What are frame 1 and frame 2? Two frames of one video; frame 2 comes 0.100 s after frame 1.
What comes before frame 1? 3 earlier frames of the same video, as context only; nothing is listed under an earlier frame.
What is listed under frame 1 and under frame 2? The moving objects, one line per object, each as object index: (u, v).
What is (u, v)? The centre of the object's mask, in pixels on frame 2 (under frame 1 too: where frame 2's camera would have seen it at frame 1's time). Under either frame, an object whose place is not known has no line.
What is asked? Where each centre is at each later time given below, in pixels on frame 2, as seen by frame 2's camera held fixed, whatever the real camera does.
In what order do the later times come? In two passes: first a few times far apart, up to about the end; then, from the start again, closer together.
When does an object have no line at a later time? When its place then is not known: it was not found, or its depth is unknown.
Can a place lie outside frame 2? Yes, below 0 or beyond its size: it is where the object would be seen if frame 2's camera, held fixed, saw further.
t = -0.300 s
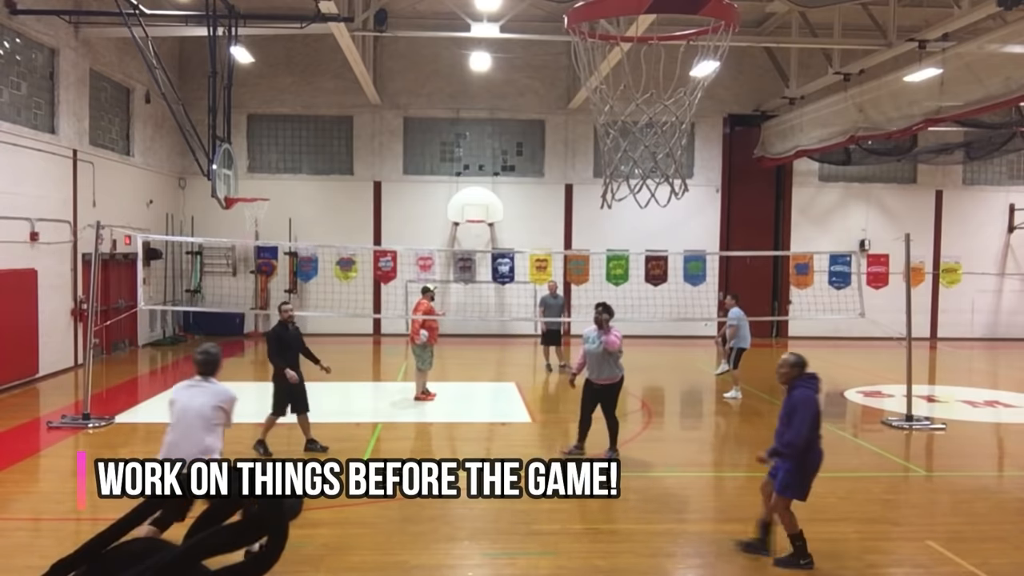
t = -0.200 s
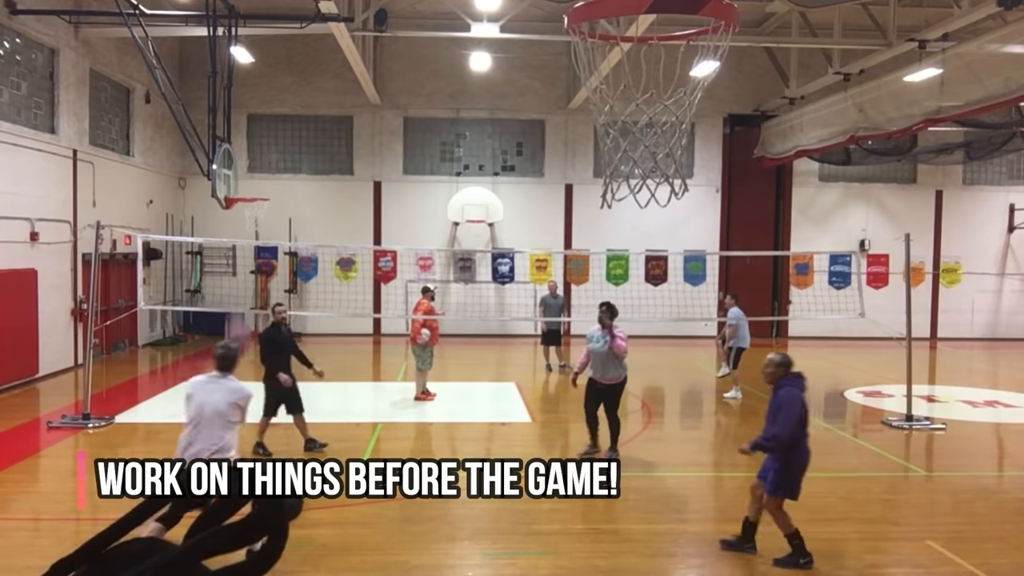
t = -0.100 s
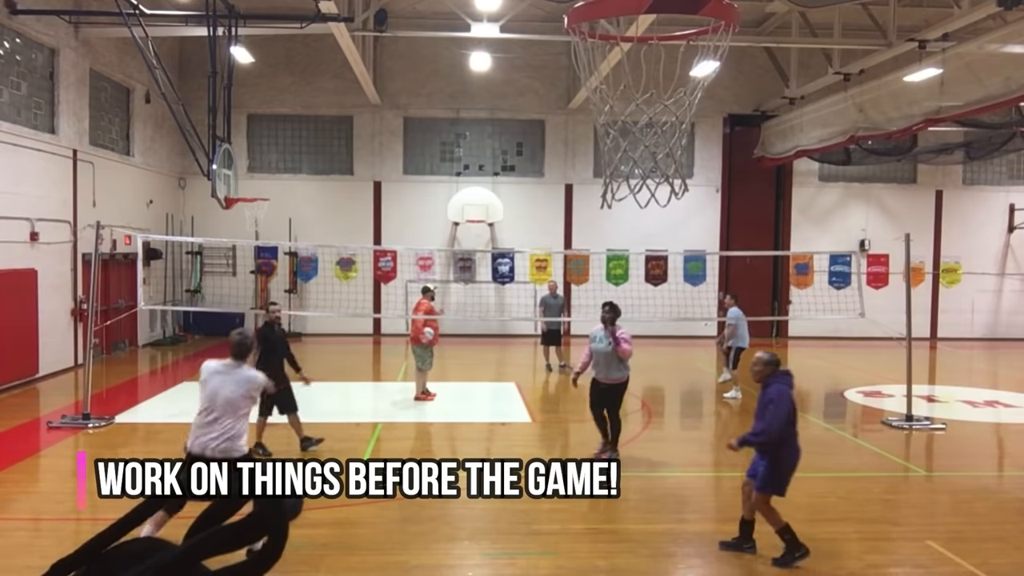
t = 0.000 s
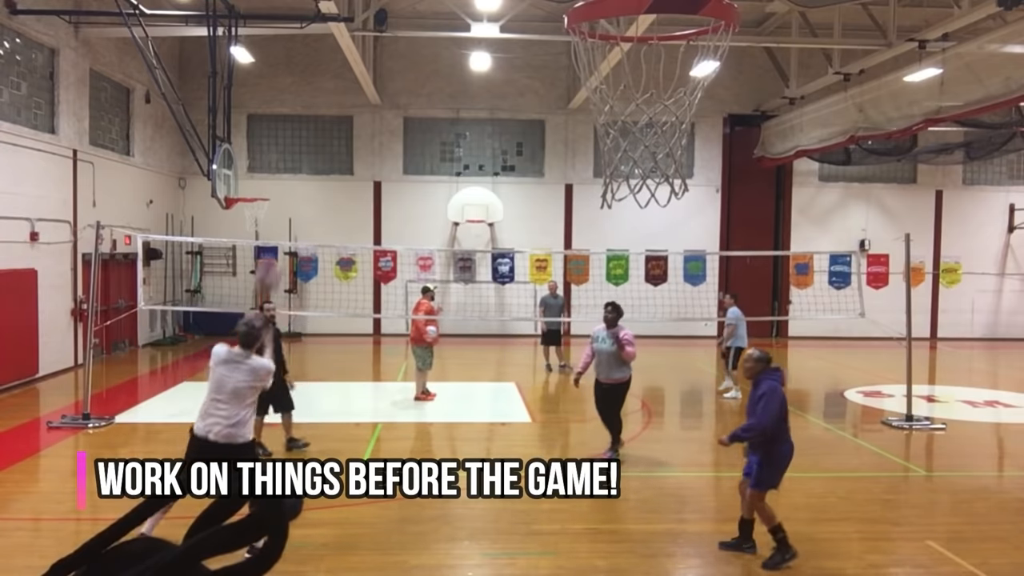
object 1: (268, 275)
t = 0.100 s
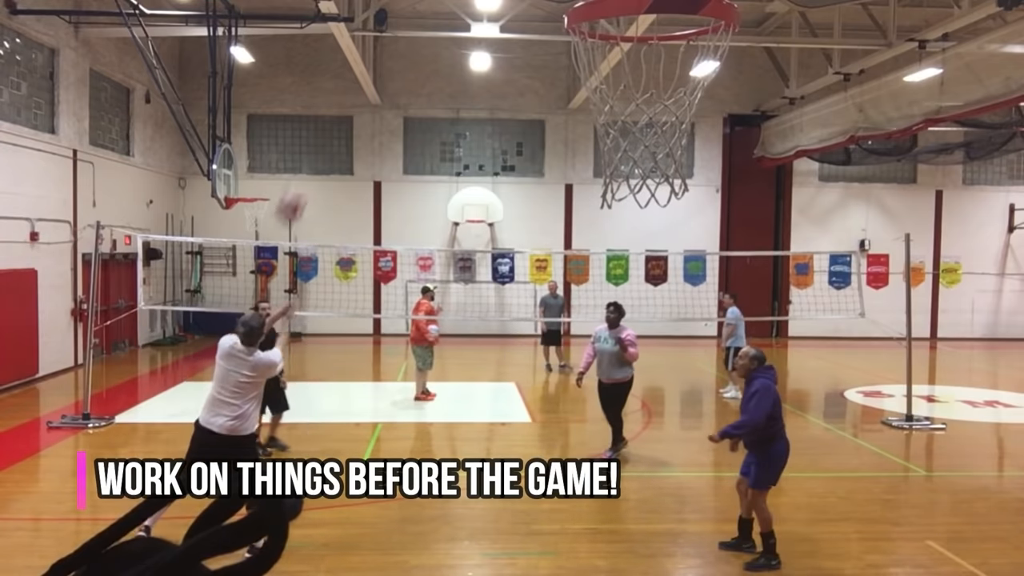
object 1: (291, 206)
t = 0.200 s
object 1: (313, 141)
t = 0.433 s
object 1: (369, 50)
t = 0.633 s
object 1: (413, 30)
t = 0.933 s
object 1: (488, 109)
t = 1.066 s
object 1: (521, 190)
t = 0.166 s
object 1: (306, 163)
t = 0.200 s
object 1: (313, 141)
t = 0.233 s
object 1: (320, 125)
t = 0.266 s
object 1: (328, 110)
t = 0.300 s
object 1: (337, 95)
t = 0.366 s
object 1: (350, 70)
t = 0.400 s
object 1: (361, 58)
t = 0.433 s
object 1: (369, 50)
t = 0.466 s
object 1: (375, 44)
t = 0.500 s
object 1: (384, 38)
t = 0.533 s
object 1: (391, 33)
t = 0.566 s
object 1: (398, 32)
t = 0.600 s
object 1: (406, 28)
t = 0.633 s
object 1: (413, 30)
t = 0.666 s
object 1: (422, 32)
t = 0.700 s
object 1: (430, 36)
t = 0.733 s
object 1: (438, 41)
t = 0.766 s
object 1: (447, 45)
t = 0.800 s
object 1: (454, 55)
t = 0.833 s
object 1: (461, 68)
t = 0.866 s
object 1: (471, 86)
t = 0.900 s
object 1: (481, 94)
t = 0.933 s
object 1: (488, 109)
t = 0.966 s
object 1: (497, 127)
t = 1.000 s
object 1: (503, 145)
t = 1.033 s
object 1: (512, 164)
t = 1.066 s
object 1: (521, 190)
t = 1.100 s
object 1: (529, 215)
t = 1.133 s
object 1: (537, 237)
